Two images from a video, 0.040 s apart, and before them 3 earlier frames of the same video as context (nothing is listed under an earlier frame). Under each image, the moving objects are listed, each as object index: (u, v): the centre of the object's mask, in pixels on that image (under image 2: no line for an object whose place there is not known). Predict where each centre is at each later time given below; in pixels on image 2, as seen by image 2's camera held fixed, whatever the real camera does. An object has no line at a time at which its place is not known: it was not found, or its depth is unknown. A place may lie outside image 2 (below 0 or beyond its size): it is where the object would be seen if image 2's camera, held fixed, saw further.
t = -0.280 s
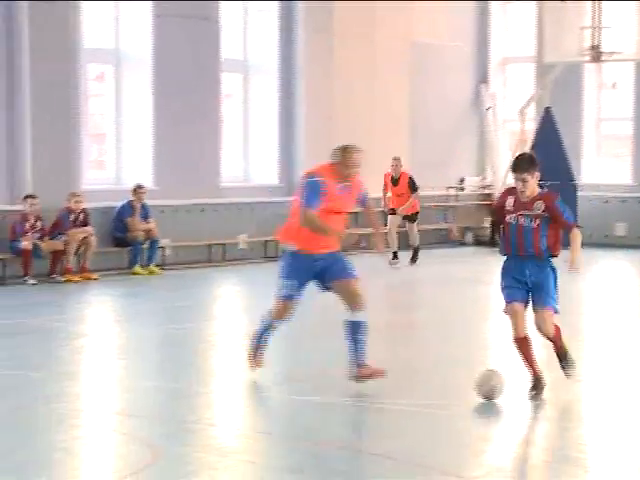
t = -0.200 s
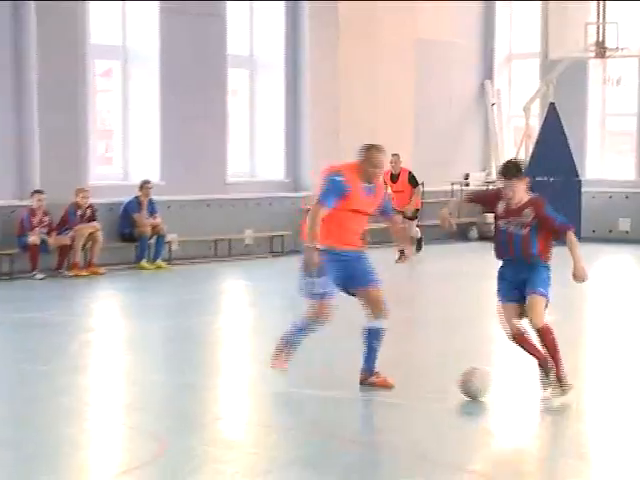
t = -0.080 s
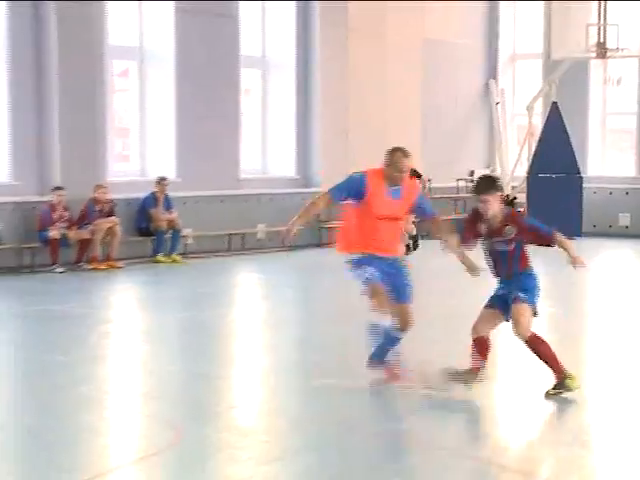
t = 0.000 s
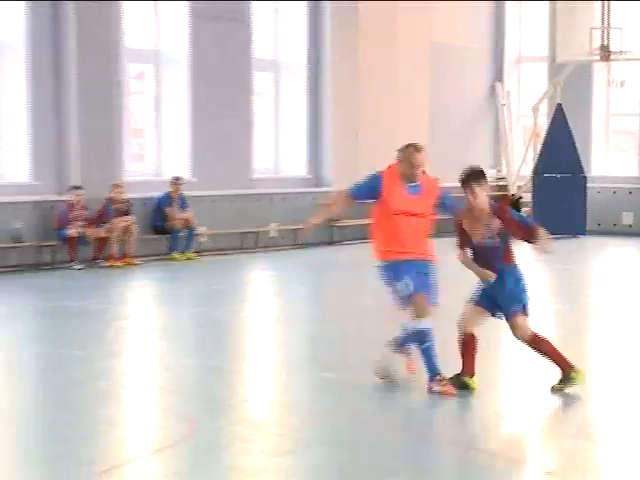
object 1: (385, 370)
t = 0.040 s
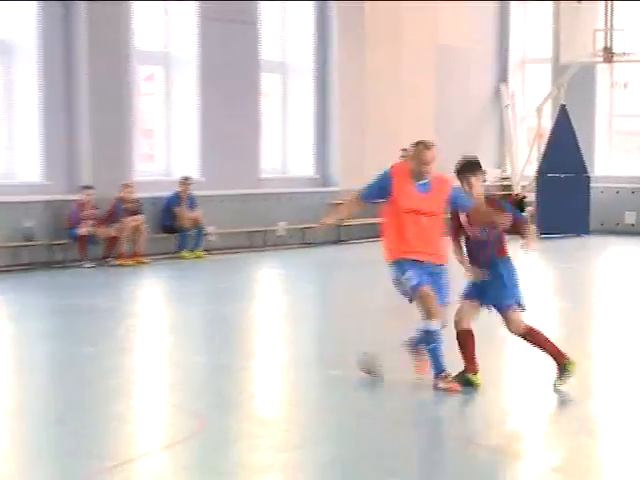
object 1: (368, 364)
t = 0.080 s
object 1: (349, 364)
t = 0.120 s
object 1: (327, 361)
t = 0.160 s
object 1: (306, 357)
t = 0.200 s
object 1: (289, 354)
